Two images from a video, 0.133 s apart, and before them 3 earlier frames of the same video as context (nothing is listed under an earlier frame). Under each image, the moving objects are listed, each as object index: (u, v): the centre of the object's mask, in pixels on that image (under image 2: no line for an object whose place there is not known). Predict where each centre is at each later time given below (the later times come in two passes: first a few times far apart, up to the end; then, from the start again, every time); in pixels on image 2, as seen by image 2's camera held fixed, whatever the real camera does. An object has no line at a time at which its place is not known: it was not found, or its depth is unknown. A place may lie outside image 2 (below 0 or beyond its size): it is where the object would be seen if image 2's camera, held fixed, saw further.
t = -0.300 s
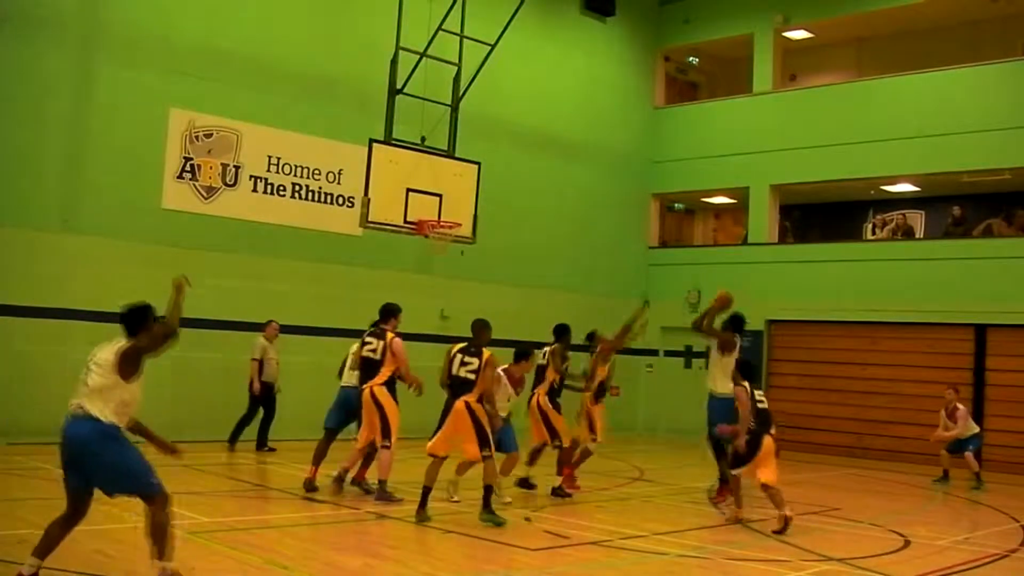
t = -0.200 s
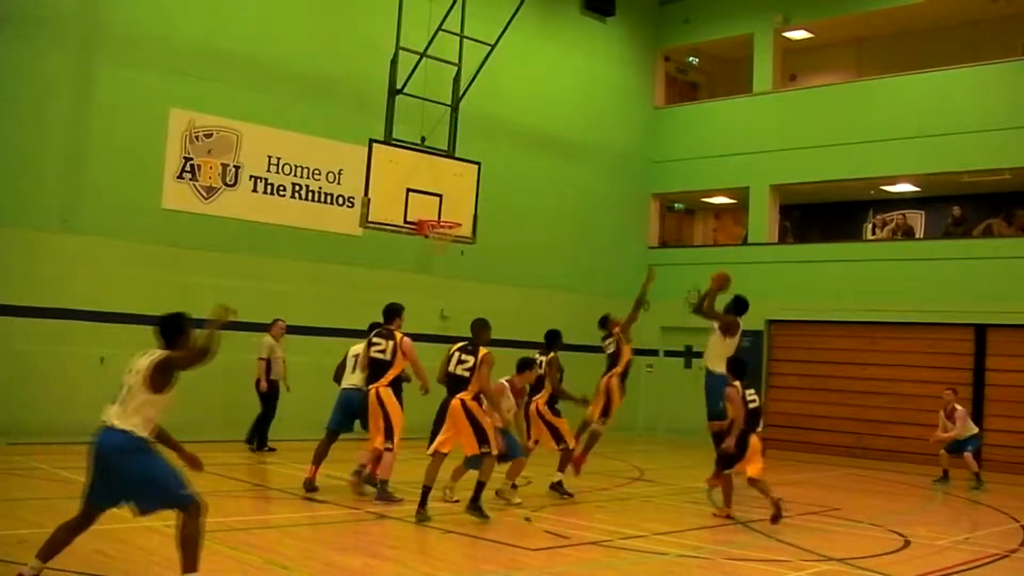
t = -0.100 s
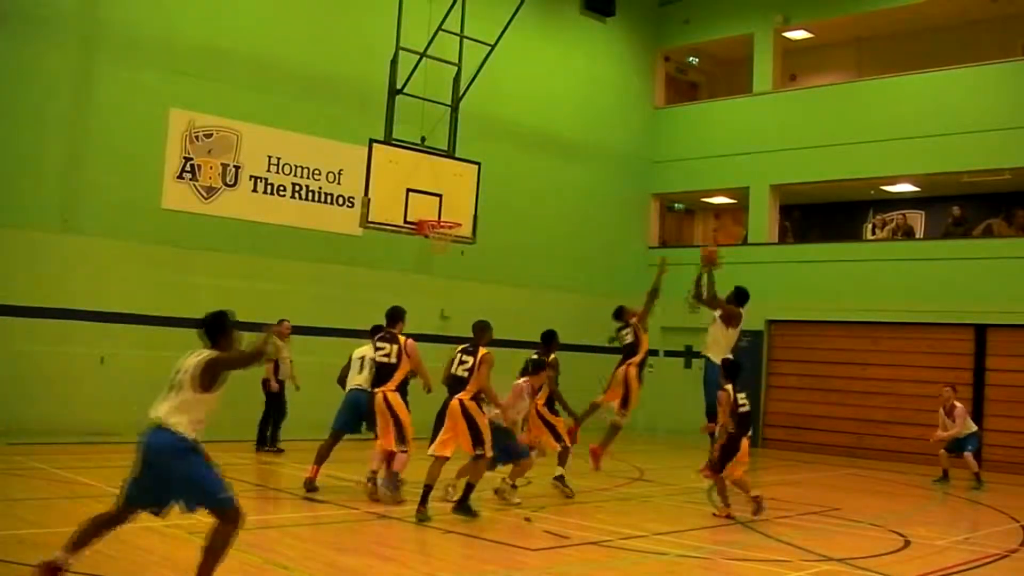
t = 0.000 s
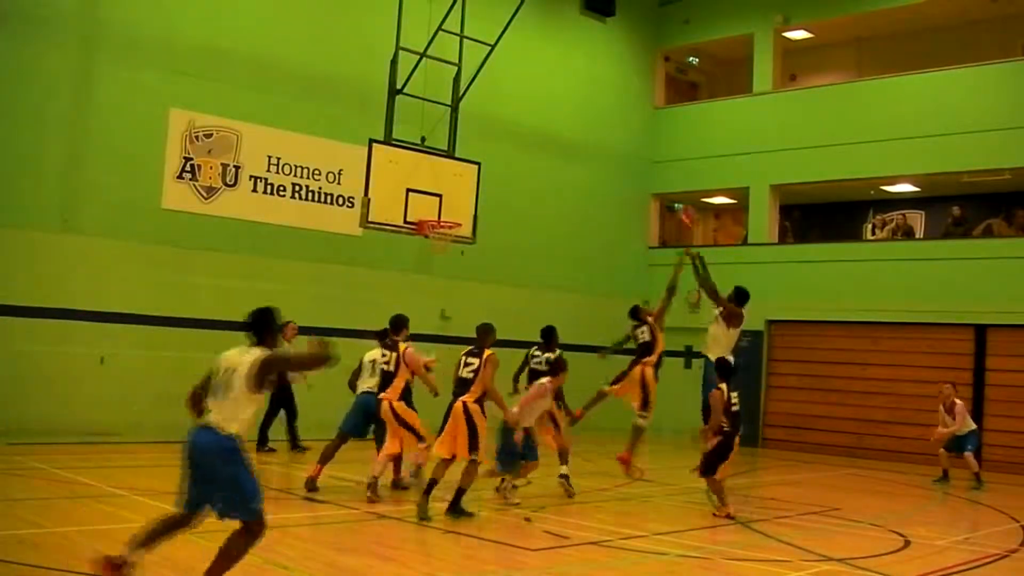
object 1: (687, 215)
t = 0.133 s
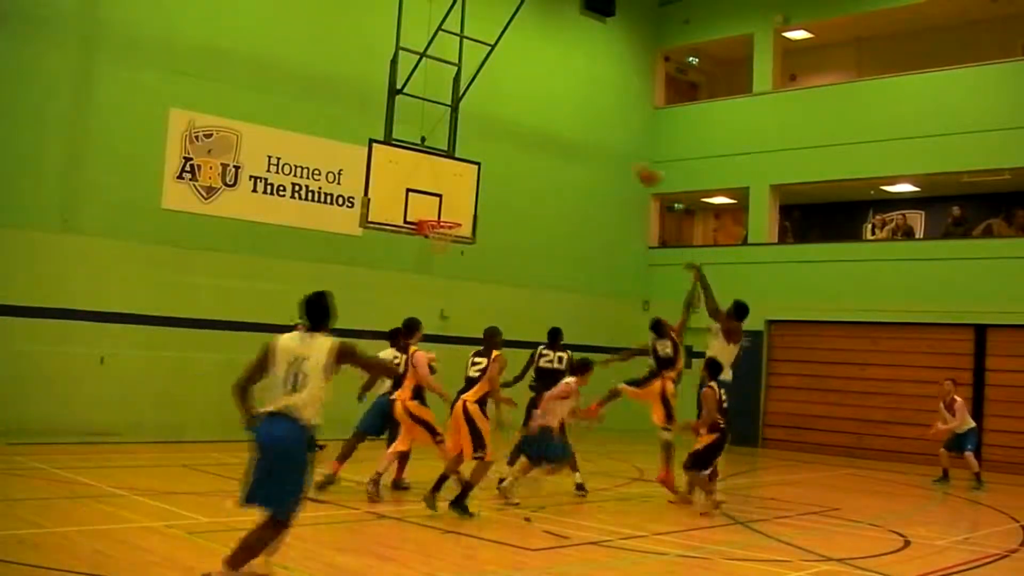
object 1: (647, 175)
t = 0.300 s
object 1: (599, 145)
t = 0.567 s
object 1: (523, 145)
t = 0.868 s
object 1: (441, 212)
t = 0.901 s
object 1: (432, 217)
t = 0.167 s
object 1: (637, 167)
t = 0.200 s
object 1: (627, 160)
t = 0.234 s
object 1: (618, 155)
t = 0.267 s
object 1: (608, 149)
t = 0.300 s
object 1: (599, 145)
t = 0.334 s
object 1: (590, 141)
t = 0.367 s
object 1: (580, 139)
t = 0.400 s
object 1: (570, 138)
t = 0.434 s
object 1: (561, 138)
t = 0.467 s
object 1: (553, 139)
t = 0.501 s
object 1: (542, 140)
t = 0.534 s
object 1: (533, 142)
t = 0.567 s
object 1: (523, 145)
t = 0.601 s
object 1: (515, 149)
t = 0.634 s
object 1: (505, 155)
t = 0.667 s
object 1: (496, 160)
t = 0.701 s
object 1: (487, 167)
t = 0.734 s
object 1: (477, 174)
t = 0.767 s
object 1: (467, 183)
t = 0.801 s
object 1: (459, 192)
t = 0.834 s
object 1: (451, 202)
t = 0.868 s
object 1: (441, 212)
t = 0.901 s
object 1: (432, 217)
